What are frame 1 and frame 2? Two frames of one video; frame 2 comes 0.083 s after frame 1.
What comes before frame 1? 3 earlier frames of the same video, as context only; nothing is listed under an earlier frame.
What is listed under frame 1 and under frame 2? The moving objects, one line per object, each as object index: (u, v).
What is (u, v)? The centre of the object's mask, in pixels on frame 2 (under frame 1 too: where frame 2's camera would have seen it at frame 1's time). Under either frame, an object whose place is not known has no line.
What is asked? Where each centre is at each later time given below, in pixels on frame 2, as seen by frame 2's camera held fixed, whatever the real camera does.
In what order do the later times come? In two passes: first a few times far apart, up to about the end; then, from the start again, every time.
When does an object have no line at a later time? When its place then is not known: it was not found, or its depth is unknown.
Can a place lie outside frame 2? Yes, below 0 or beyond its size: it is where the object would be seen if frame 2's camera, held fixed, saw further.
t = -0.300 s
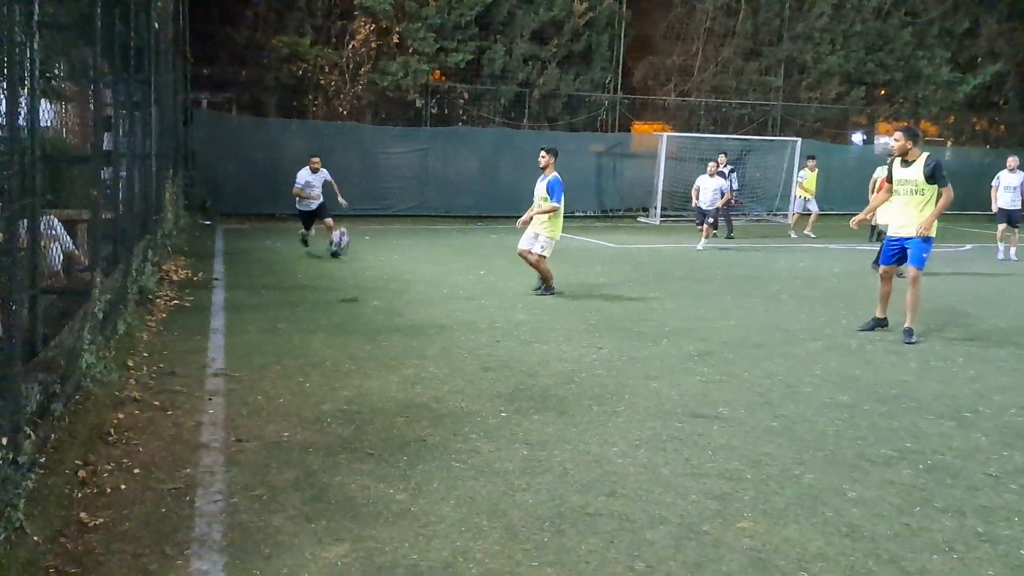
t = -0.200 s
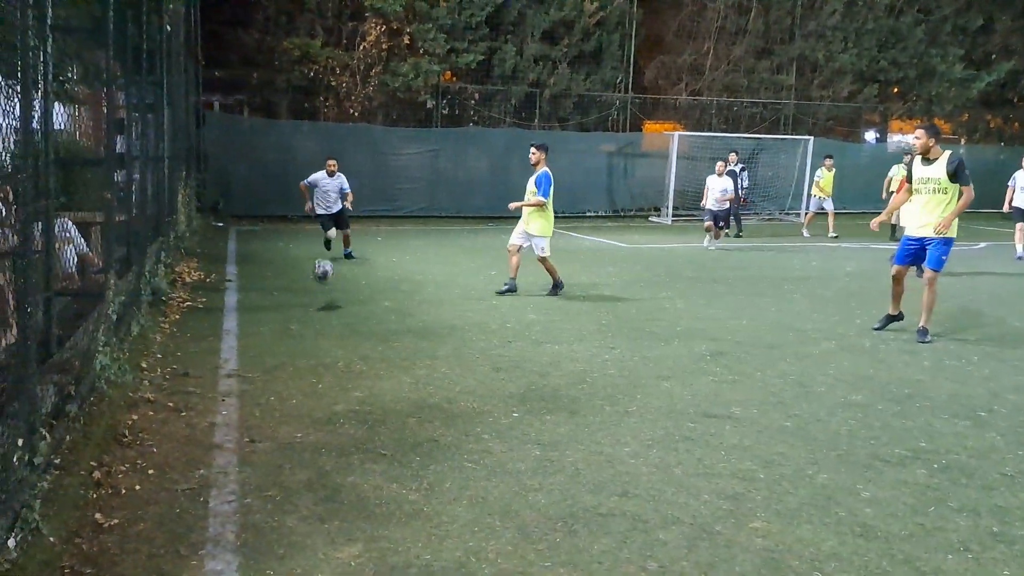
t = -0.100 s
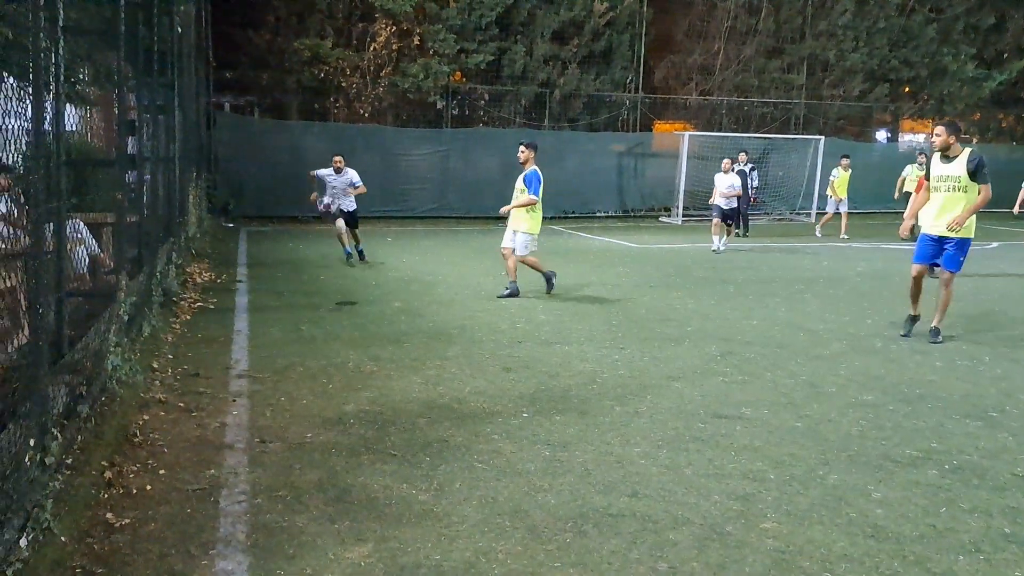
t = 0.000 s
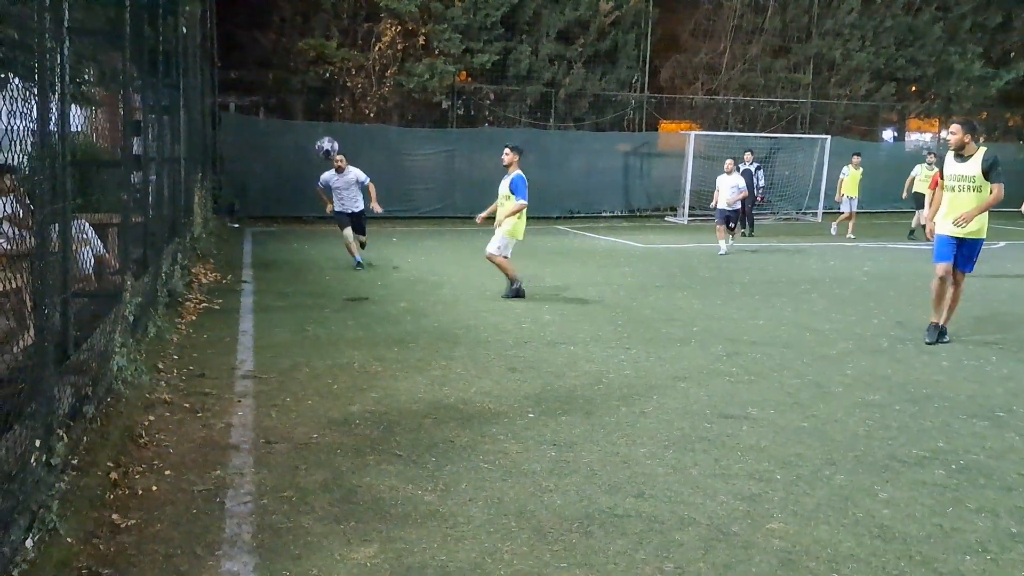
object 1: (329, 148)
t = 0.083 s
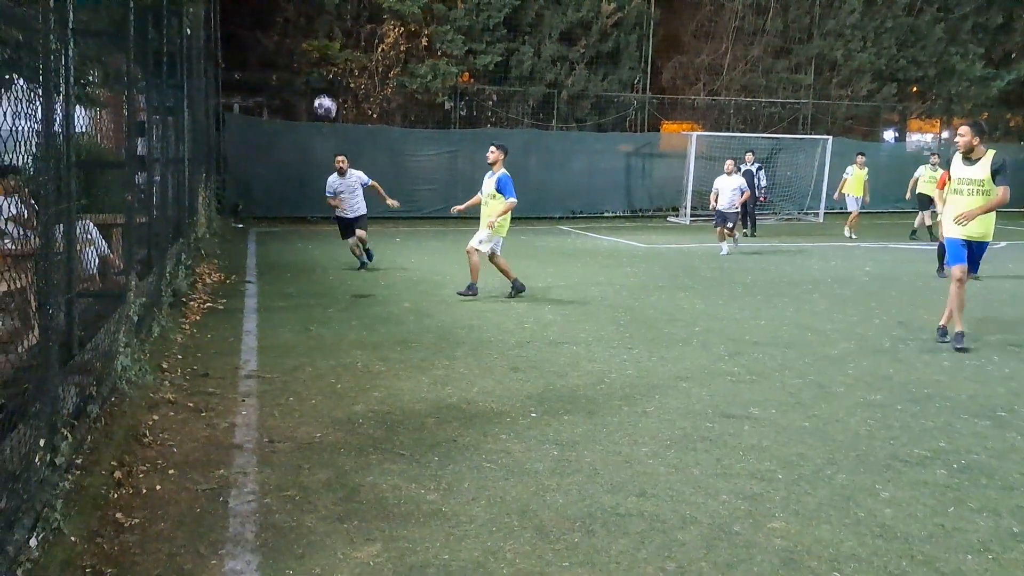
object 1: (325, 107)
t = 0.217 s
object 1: (315, 55)
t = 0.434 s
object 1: (299, 12)
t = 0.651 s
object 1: (284, 18)
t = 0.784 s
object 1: (273, 47)
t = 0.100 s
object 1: (324, 100)
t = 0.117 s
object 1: (322, 92)
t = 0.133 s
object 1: (322, 86)
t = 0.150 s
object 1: (320, 79)
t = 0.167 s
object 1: (318, 72)
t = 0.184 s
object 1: (317, 68)
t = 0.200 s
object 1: (316, 60)
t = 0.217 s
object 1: (315, 55)
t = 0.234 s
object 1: (314, 50)
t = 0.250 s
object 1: (313, 45)
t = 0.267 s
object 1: (312, 39)
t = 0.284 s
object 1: (311, 37)
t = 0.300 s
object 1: (310, 31)
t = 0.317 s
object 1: (309, 27)
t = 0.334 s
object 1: (307, 25)
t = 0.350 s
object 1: (305, 22)
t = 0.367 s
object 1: (304, 19)
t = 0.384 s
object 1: (303, 17)
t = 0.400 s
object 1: (302, 15)
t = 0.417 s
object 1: (301, 13)
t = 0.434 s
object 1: (299, 12)
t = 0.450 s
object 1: (297, 11)
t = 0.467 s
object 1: (296, 10)
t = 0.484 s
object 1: (296, 8)
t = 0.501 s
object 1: (295, 9)
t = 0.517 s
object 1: (293, 9)
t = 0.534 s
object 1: (292, 8)
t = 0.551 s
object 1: (292, 9)
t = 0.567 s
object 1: (291, 9)
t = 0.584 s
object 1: (289, 9)
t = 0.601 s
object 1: (287, 11)
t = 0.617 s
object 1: (286, 13)
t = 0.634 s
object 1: (285, 15)
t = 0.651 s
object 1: (284, 18)
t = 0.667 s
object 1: (283, 21)
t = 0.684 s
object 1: (281, 22)
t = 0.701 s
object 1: (279, 26)
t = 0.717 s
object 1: (278, 30)
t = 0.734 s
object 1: (277, 33)
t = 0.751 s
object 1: (276, 37)
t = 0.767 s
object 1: (275, 41)
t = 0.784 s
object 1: (273, 47)
